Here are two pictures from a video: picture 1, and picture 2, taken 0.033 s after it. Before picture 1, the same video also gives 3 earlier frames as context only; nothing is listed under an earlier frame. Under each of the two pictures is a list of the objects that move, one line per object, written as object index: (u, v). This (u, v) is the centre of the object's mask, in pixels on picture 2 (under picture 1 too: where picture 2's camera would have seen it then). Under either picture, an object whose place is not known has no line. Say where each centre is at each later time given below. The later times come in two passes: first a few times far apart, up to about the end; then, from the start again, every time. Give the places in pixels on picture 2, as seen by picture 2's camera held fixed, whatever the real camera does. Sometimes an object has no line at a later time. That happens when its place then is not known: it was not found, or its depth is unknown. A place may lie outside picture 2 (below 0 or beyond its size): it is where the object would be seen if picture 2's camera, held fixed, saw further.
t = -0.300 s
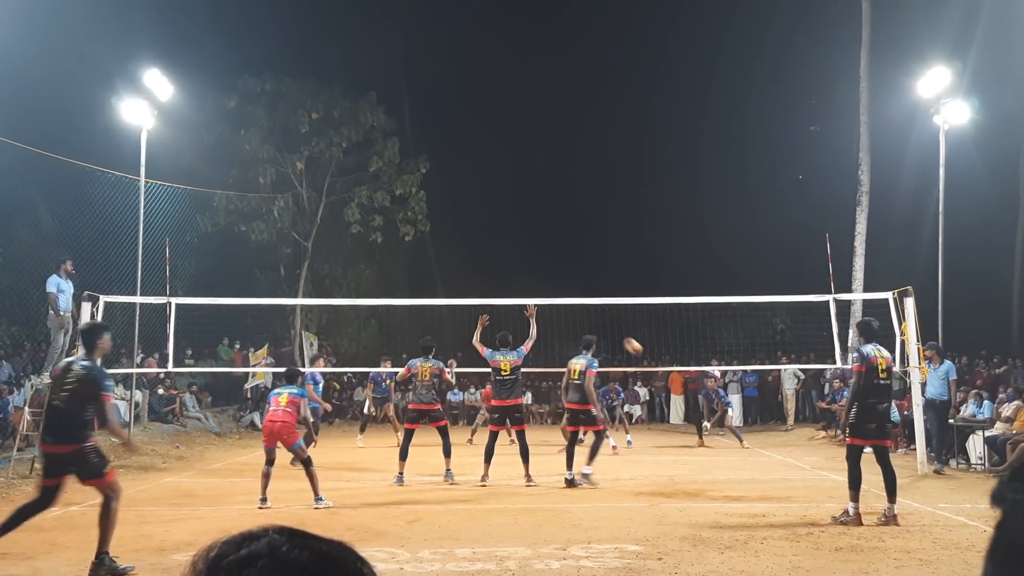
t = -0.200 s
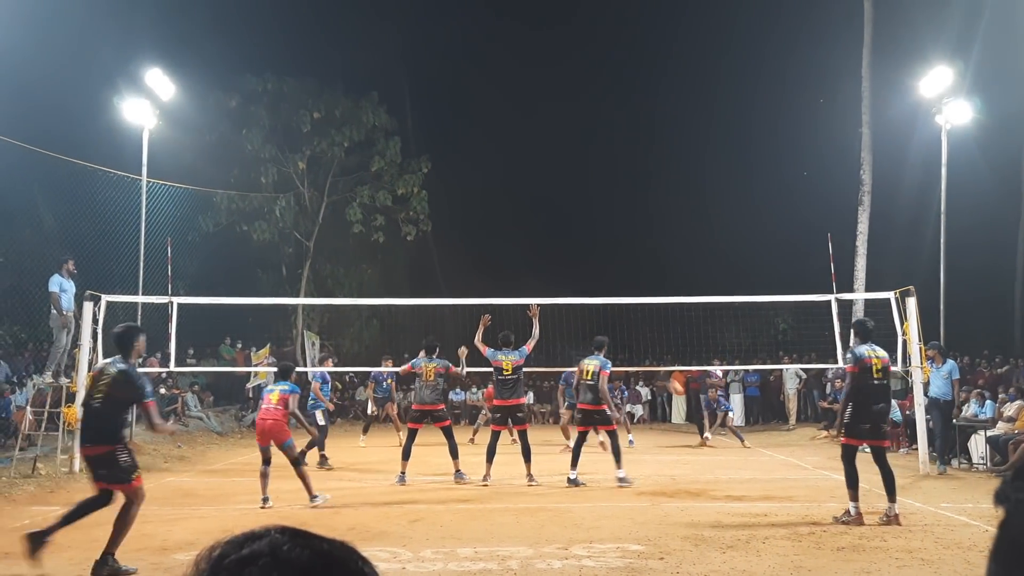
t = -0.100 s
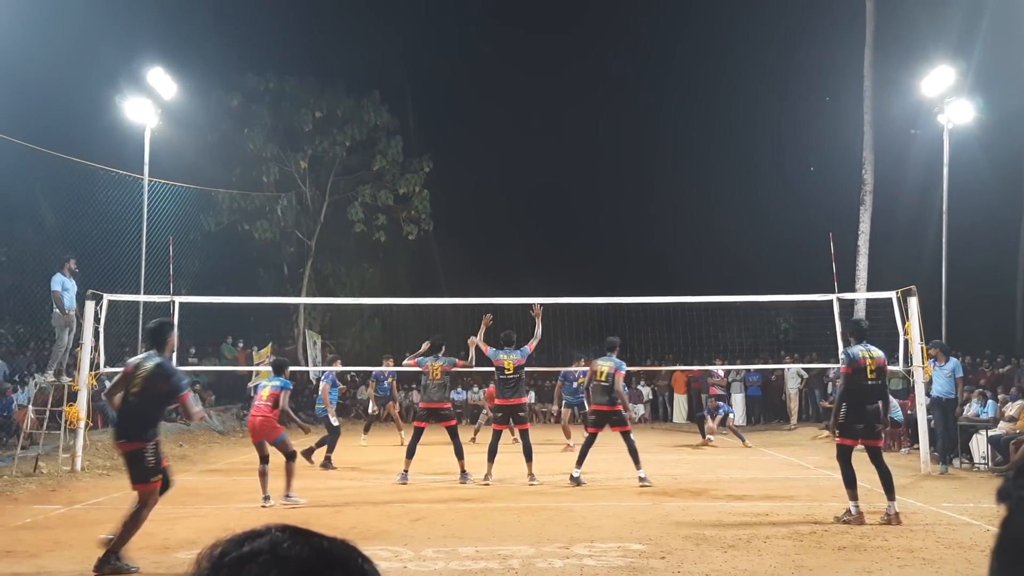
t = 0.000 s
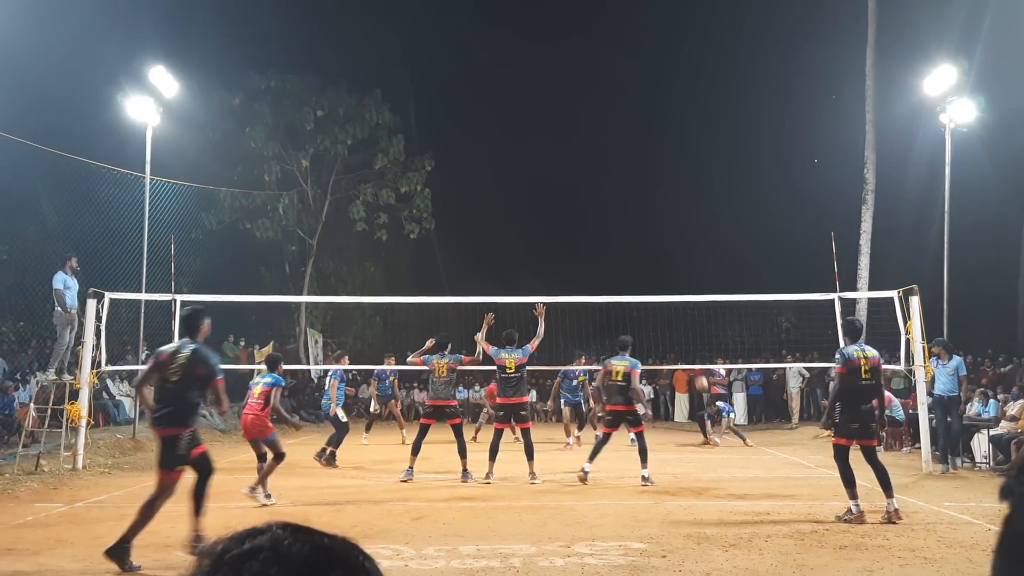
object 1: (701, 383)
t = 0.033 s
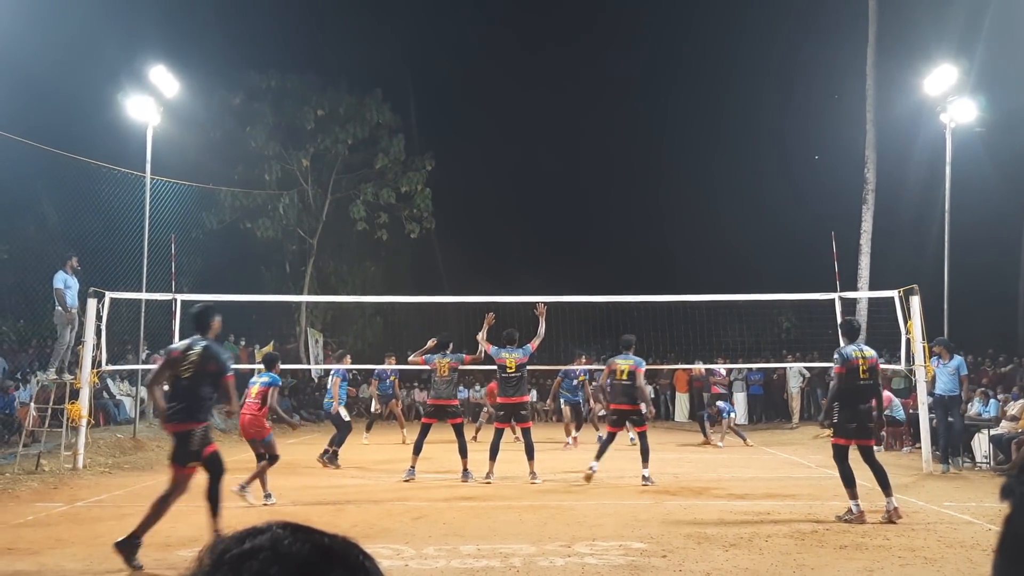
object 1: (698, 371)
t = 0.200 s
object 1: (680, 308)
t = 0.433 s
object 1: (655, 243)
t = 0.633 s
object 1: (633, 209)
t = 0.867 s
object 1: (605, 197)
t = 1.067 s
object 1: (580, 212)
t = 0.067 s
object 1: (695, 356)
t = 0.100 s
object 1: (691, 344)
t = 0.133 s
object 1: (687, 331)
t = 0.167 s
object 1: (684, 319)
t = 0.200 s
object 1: (680, 308)
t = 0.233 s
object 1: (677, 296)
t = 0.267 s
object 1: (673, 286)
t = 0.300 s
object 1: (670, 277)
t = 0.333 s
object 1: (666, 268)
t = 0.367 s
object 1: (662, 259)
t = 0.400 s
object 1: (659, 251)
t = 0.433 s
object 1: (655, 243)
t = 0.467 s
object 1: (652, 236)
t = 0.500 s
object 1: (648, 230)
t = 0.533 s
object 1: (644, 224)
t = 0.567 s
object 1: (640, 218)
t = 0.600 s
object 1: (637, 213)
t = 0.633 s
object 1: (633, 209)
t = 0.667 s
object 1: (629, 206)
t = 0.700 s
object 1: (625, 202)
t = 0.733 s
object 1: (621, 200)
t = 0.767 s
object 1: (617, 198)
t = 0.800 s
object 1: (614, 197)
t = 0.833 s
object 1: (609, 197)
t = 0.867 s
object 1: (605, 197)
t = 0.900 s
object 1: (601, 197)
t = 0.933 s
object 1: (597, 199)
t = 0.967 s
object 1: (593, 201)
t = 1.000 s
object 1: (589, 204)
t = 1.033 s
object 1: (584, 208)
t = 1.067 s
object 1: (580, 212)
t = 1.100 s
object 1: (575, 217)
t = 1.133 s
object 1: (571, 222)
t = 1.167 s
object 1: (567, 229)
